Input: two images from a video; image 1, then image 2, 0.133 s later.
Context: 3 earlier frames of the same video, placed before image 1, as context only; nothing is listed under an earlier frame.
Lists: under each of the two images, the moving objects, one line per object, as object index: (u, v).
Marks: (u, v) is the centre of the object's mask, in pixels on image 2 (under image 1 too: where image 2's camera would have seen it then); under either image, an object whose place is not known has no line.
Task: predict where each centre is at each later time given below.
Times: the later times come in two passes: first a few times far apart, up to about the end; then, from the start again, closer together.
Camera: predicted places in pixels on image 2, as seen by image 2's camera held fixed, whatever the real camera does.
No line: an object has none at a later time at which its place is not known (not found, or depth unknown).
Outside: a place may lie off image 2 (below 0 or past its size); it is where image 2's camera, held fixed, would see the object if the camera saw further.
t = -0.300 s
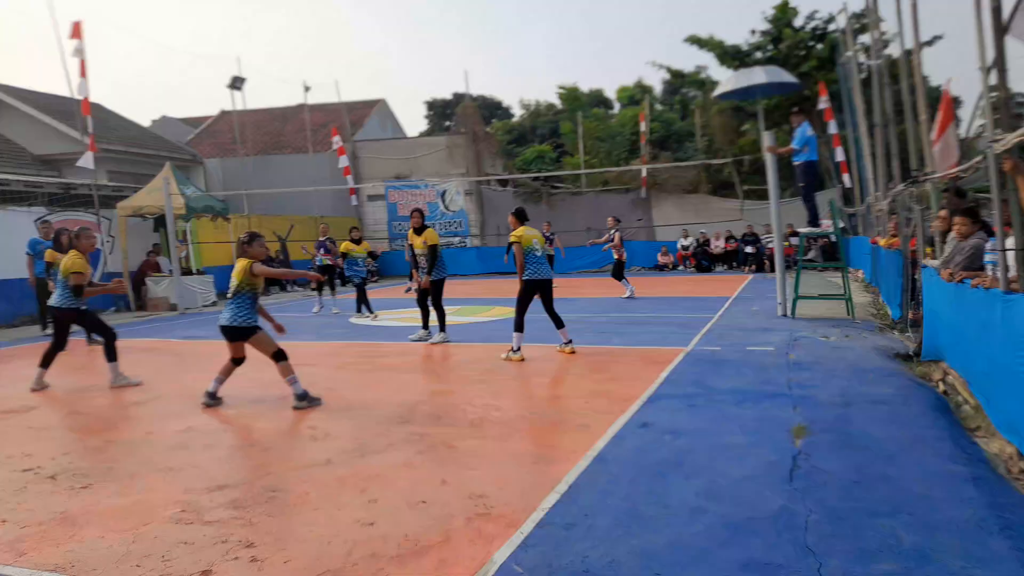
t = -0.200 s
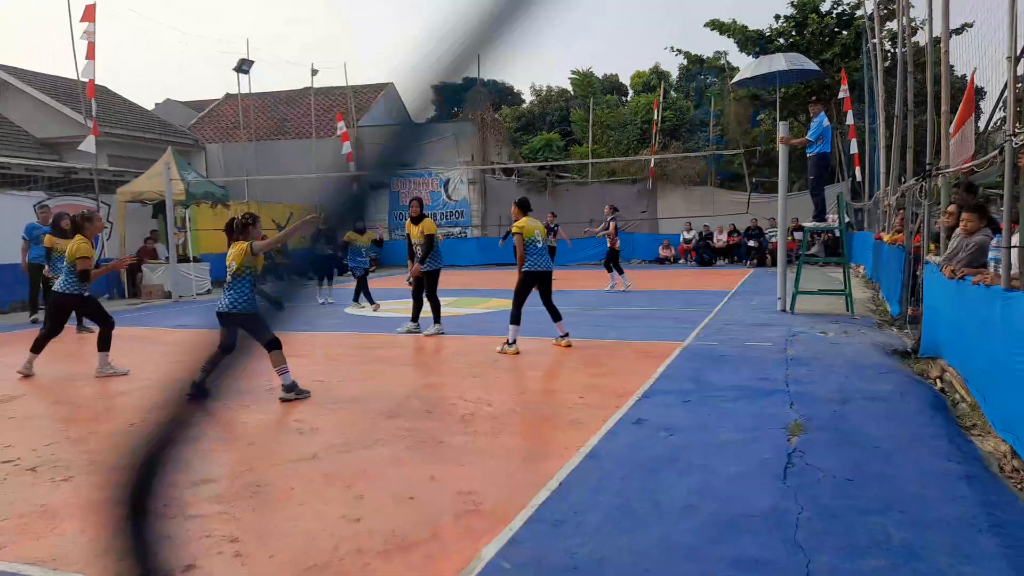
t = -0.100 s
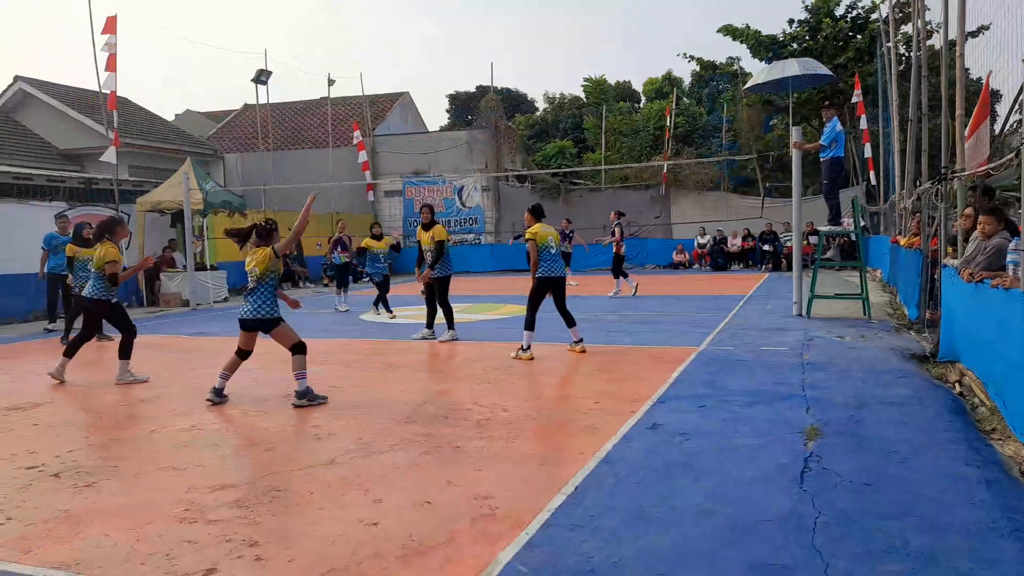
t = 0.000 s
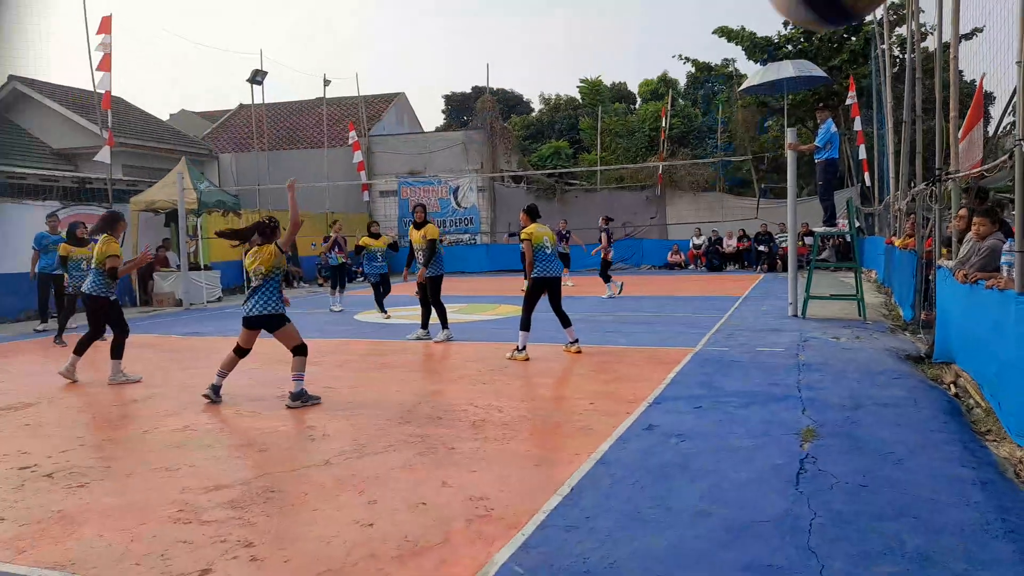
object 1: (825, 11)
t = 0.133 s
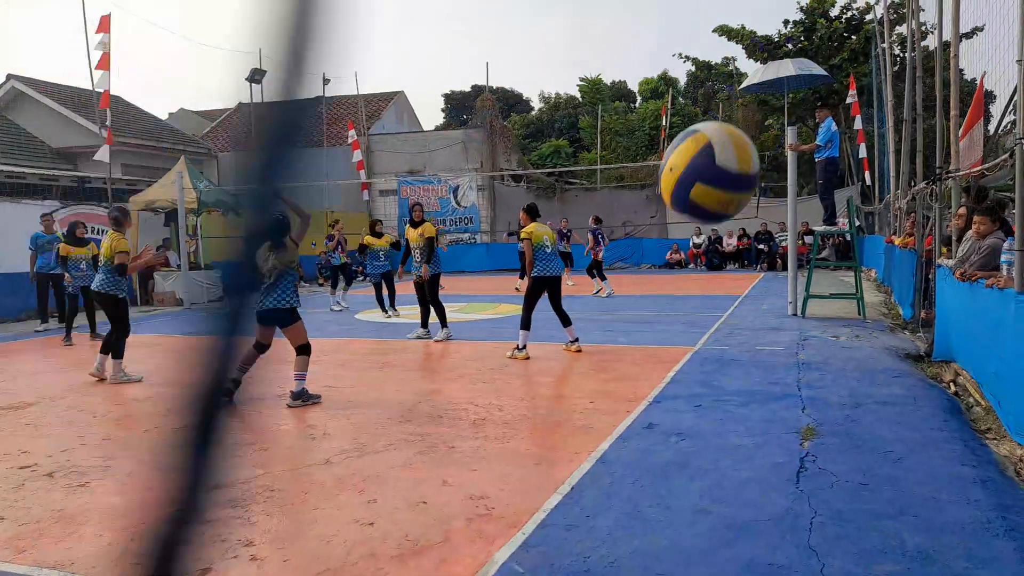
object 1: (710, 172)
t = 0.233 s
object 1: (660, 310)
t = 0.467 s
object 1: (606, 491)
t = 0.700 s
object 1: (608, 287)
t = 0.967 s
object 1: (616, 223)
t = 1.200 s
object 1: (624, 298)
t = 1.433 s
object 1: (634, 460)
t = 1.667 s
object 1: (636, 320)
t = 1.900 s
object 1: (640, 286)
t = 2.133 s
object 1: (646, 346)
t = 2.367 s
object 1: (652, 373)
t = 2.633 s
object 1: (657, 315)
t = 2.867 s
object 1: (663, 350)
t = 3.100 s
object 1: (668, 353)
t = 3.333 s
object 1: (671, 327)
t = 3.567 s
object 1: (675, 368)
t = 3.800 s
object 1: (680, 332)
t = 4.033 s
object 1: (684, 345)
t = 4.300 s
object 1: (689, 333)
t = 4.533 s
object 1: (693, 350)
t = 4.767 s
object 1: (694, 332)
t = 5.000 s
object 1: (696, 335)
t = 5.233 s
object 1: (698, 338)
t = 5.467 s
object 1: (698, 330)
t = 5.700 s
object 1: (698, 328)
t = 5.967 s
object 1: (699, 327)
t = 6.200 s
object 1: (700, 327)
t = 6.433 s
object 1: (702, 323)
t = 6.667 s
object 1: (706, 322)
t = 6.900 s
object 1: (709, 319)
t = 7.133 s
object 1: (714, 318)
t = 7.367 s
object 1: (719, 316)
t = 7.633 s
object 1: (724, 314)
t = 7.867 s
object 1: (728, 313)
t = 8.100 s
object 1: (733, 311)
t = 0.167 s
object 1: (690, 220)
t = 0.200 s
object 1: (674, 266)
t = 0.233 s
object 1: (660, 310)
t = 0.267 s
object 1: (647, 353)
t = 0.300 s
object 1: (636, 395)
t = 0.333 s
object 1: (627, 436)
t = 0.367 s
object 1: (619, 474)
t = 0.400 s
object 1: (611, 512)
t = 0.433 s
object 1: (605, 532)
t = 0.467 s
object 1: (606, 491)
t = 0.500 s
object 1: (606, 453)
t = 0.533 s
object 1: (606, 418)
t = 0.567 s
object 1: (606, 386)
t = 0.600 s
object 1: (607, 357)
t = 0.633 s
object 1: (607, 330)
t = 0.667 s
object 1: (608, 307)
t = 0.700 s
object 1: (608, 287)
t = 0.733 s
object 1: (609, 270)
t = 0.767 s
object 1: (610, 254)
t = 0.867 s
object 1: (613, 227)
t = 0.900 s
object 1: (614, 223)
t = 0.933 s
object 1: (615, 222)
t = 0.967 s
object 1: (616, 223)
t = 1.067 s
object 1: (620, 241)
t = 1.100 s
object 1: (621, 252)
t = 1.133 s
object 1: (622, 265)
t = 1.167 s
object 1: (623, 281)
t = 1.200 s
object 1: (624, 298)
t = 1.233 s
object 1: (626, 317)
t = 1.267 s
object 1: (627, 339)
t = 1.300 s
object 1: (628, 362)
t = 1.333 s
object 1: (630, 387)
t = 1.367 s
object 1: (631, 414)
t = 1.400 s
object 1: (633, 443)
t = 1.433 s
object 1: (634, 460)
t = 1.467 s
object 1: (634, 433)
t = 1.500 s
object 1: (634, 408)
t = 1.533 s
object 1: (634, 386)
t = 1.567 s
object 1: (635, 367)
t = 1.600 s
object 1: (635, 348)
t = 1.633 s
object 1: (636, 333)
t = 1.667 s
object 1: (636, 320)
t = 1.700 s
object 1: (636, 309)
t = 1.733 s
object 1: (637, 300)
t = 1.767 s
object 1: (638, 293)
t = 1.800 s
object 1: (638, 288)
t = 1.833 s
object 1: (639, 285)
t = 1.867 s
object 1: (640, 284)
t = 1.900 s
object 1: (640, 286)
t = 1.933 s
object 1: (641, 289)
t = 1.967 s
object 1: (642, 294)
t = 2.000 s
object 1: (643, 301)
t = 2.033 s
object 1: (644, 310)
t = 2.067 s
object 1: (645, 320)
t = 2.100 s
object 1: (646, 332)
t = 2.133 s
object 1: (646, 346)
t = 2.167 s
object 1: (648, 361)
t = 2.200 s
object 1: (648, 378)
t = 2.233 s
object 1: (649, 397)
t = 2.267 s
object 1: (651, 416)
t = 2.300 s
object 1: (651, 406)
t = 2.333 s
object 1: (651, 389)
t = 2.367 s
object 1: (652, 373)
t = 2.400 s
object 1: (652, 360)
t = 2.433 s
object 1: (653, 348)
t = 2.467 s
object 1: (654, 339)
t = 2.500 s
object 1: (654, 330)
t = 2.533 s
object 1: (655, 324)
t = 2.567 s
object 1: (655, 319)
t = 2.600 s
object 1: (656, 316)
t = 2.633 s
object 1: (657, 315)
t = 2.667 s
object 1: (658, 315)
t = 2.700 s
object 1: (659, 317)
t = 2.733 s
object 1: (659, 321)
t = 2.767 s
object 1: (660, 326)
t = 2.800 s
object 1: (661, 332)
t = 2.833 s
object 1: (662, 340)
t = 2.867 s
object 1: (663, 350)
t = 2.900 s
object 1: (664, 360)
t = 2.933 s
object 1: (665, 372)
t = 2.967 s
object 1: (666, 386)
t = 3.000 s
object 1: (666, 386)
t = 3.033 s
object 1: (667, 373)
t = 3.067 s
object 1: (667, 362)
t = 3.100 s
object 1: (668, 353)
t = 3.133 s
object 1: (668, 344)
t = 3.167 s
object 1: (668, 338)
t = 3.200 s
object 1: (669, 333)
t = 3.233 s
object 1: (669, 329)
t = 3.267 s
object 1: (670, 327)
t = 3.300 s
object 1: (670, 326)
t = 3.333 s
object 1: (671, 327)
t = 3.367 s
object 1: (671, 329)
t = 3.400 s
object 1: (672, 332)
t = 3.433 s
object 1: (673, 337)
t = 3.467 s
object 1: (674, 343)
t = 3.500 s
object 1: (674, 350)
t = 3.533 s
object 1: (675, 358)
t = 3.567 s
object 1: (675, 368)
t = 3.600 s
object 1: (676, 370)
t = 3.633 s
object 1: (677, 360)
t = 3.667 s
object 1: (677, 351)
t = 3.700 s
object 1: (678, 345)
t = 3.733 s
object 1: (678, 339)
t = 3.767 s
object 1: (679, 334)
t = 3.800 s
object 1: (680, 332)
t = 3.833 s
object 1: (680, 330)
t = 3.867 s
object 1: (681, 329)
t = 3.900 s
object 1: (681, 329)
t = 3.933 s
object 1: (682, 331)
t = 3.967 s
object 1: (683, 335)
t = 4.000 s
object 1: (684, 340)
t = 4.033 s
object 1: (684, 345)
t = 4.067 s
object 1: (685, 352)
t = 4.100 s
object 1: (686, 360)
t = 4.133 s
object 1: (687, 356)
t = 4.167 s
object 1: (687, 348)
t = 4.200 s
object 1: (687, 343)
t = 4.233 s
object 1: (687, 338)
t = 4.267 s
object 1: (688, 335)
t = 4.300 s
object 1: (689, 333)
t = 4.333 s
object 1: (690, 332)
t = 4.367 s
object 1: (690, 332)
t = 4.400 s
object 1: (691, 333)
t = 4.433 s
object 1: (691, 336)
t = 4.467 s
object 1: (692, 339)
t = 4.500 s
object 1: (693, 344)
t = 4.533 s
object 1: (693, 350)
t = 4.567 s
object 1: (694, 348)
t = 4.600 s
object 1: (694, 343)
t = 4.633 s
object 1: (694, 339)
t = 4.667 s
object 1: (694, 335)
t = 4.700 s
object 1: (694, 333)
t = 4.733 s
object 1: (694, 332)
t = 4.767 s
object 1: (694, 332)
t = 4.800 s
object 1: (694, 332)
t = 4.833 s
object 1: (694, 334)
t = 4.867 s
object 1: (695, 337)
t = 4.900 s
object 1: (695, 342)
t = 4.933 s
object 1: (695, 345)
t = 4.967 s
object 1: (696, 339)
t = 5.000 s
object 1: (696, 335)
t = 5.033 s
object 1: (696, 333)
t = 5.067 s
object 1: (696, 331)
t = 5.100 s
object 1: (697, 330)
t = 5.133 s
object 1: (697, 330)
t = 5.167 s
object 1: (698, 332)
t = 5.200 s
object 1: (698, 334)
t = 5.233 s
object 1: (698, 338)
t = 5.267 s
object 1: (699, 339)
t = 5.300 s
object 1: (698, 335)
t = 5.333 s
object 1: (698, 332)
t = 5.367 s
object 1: (698, 330)
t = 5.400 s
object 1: (698, 329)
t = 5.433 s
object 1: (698, 329)
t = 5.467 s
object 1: (698, 330)
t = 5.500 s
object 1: (698, 332)
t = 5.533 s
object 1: (698, 335)
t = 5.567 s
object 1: (699, 334)
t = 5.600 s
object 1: (698, 331)
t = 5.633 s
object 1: (698, 329)
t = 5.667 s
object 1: (698, 328)
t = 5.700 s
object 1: (698, 328)
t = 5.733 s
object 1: (698, 329)
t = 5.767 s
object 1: (698, 331)
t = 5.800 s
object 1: (699, 332)
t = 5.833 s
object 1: (698, 329)
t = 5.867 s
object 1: (698, 327)
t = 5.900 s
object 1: (699, 326)
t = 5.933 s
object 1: (699, 326)
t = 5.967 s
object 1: (699, 327)
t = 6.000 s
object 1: (699, 328)
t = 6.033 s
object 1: (699, 328)
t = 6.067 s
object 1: (699, 326)
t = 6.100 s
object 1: (699, 325)
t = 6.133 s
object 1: (699, 324)
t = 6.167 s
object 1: (700, 325)
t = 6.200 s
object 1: (700, 327)
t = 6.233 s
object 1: (700, 325)
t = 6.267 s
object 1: (700, 324)
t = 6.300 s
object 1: (700, 323)
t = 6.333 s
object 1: (701, 323)
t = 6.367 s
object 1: (702, 325)
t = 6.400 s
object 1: (702, 324)
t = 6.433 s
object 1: (702, 323)
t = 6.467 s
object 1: (703, 323)
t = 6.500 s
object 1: (703, 323)
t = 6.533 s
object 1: (704, 323)
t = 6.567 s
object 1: (704, 321)
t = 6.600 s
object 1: (705, 321)
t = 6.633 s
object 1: (705, 321)
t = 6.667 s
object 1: (706, 322)
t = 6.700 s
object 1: (705, 321)
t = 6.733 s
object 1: (706, 320)
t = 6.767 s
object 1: (707, 320)
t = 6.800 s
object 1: (709, 321)
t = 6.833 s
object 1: (709, 320)
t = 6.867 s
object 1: (709, 319)
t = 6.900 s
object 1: (709, 319)
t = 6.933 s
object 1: (711, 320)
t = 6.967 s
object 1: (712, 319)
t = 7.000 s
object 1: (711, 318)
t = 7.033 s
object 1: (712, 318)
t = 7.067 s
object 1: (713, 318)
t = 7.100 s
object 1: (714, 318)
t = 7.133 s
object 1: (714, 318)
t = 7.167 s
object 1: (715, 317)
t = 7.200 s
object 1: (716, 317)
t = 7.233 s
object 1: (716, 317)
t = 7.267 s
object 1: (717, 316)
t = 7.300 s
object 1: (717, 316)
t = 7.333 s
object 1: (718, 317)
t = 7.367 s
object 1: (719, 316)
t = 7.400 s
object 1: (720, 315)
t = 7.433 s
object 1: (720, 315)
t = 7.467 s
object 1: (721, 315)
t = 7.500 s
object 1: (721, 315)
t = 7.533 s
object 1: (722, 314)
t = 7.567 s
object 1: (722, 314)
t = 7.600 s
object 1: (723, 314)
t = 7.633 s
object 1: (724, 314)
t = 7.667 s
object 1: (724, 314)
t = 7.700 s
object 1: (725, 313)
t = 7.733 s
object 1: (726, 314)
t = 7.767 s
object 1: (726, 313)
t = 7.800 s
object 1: (727, 313)
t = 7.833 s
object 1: (727, 313)
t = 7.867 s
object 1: (728, 313)
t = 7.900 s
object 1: (729, 313)
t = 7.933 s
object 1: (729, 312)
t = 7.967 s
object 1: (729, 312)
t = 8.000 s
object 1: (730, 312)
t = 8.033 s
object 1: (731, 312)
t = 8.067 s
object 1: (732, 311)
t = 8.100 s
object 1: (733, 311)
